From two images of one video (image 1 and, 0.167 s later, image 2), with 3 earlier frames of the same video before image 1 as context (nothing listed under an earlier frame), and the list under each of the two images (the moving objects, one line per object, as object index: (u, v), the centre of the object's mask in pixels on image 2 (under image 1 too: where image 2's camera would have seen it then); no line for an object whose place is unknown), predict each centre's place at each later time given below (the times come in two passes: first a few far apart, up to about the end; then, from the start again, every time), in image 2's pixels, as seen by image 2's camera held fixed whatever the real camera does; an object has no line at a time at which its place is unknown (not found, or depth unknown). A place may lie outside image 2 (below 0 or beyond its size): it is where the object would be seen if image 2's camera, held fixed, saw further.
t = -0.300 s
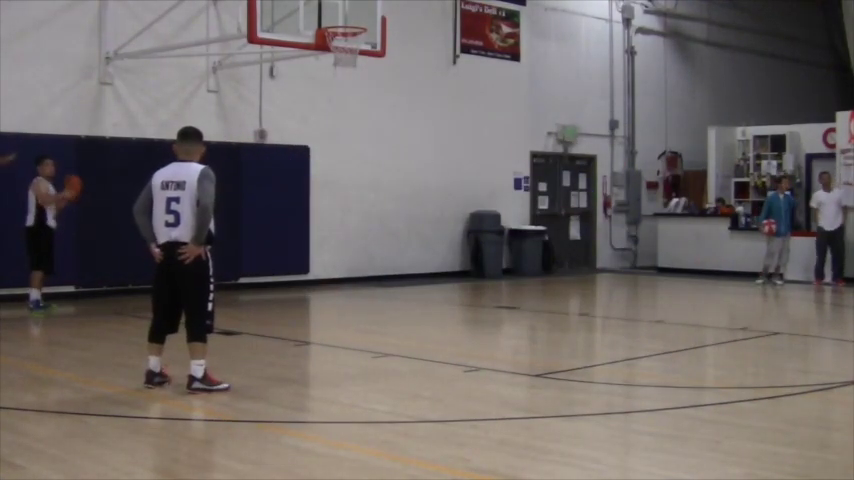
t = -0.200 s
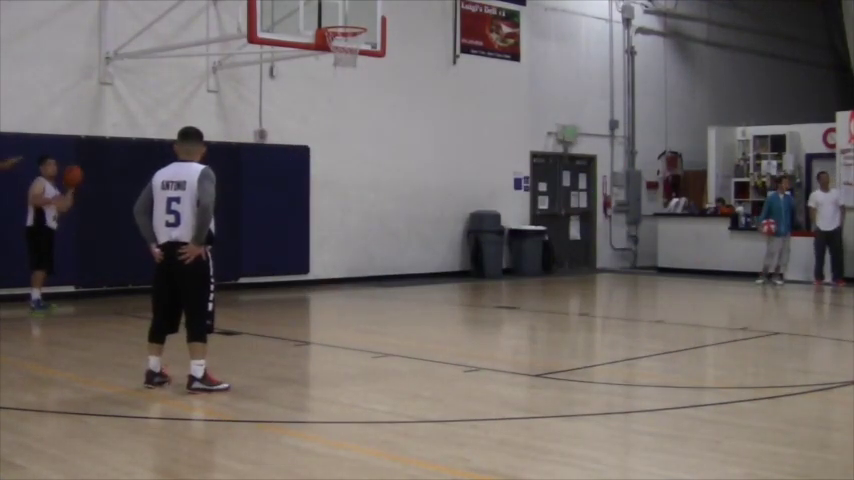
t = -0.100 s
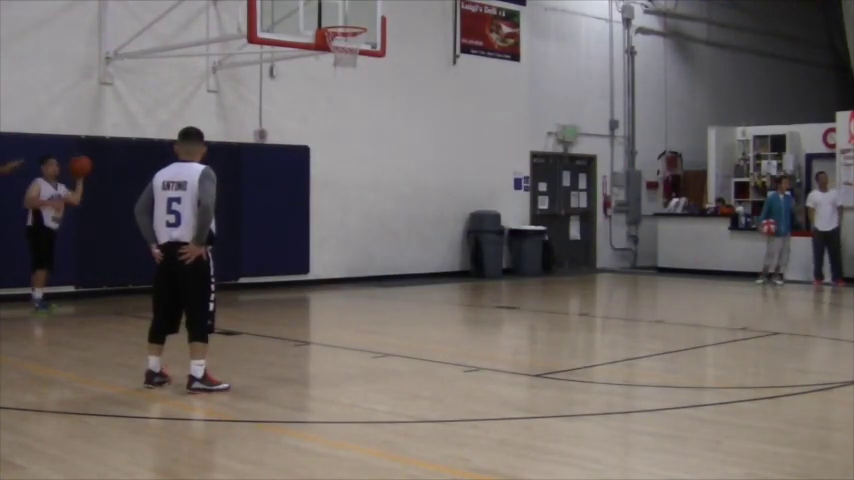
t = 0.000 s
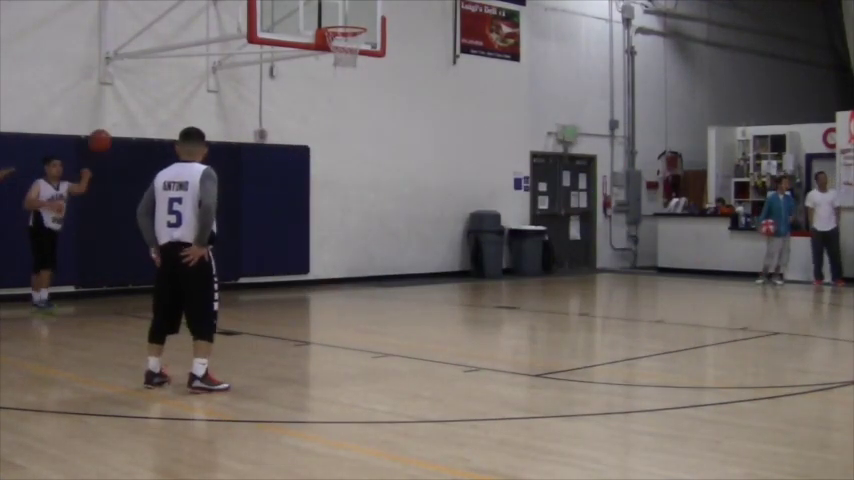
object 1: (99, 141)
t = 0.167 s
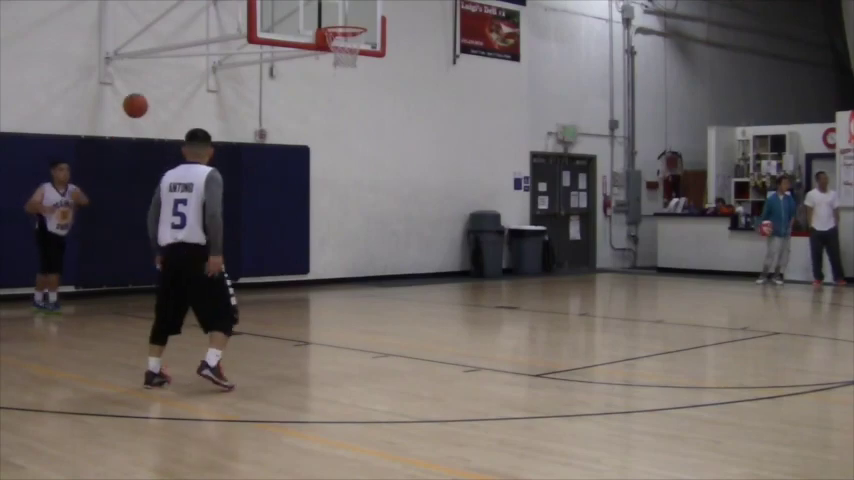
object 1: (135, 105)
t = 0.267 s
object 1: (160, 94)
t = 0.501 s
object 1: (230, 111)
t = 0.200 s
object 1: (143, 101)
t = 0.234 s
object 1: (151, 97)
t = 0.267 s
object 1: (160, 94)
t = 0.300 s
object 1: (168, 93)
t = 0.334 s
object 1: (177, 92)
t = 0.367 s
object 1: (187, 93)
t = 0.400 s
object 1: (197, 95)
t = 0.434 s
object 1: (208, 99)
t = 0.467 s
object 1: (218, 104)
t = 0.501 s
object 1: (230, 111)
